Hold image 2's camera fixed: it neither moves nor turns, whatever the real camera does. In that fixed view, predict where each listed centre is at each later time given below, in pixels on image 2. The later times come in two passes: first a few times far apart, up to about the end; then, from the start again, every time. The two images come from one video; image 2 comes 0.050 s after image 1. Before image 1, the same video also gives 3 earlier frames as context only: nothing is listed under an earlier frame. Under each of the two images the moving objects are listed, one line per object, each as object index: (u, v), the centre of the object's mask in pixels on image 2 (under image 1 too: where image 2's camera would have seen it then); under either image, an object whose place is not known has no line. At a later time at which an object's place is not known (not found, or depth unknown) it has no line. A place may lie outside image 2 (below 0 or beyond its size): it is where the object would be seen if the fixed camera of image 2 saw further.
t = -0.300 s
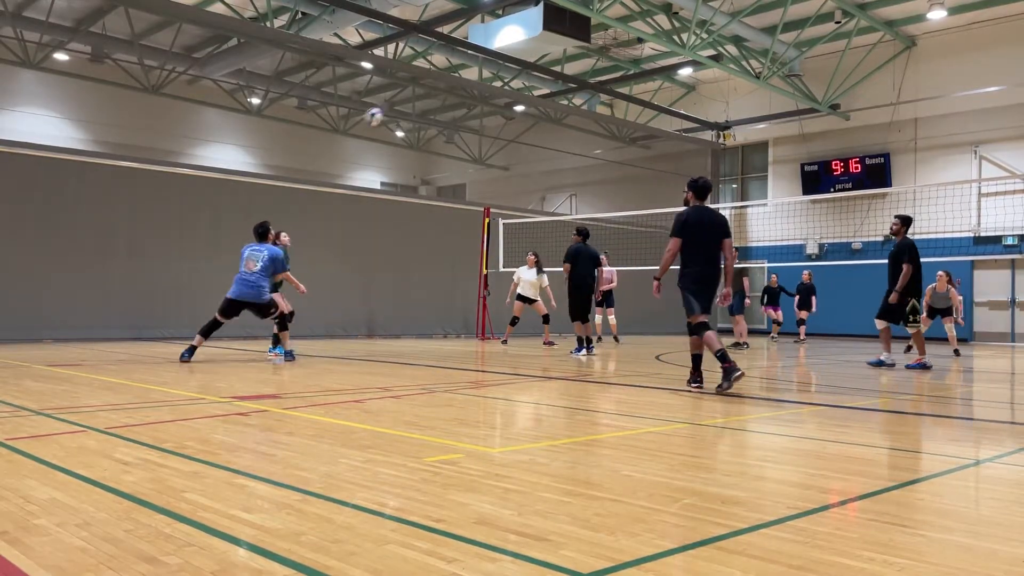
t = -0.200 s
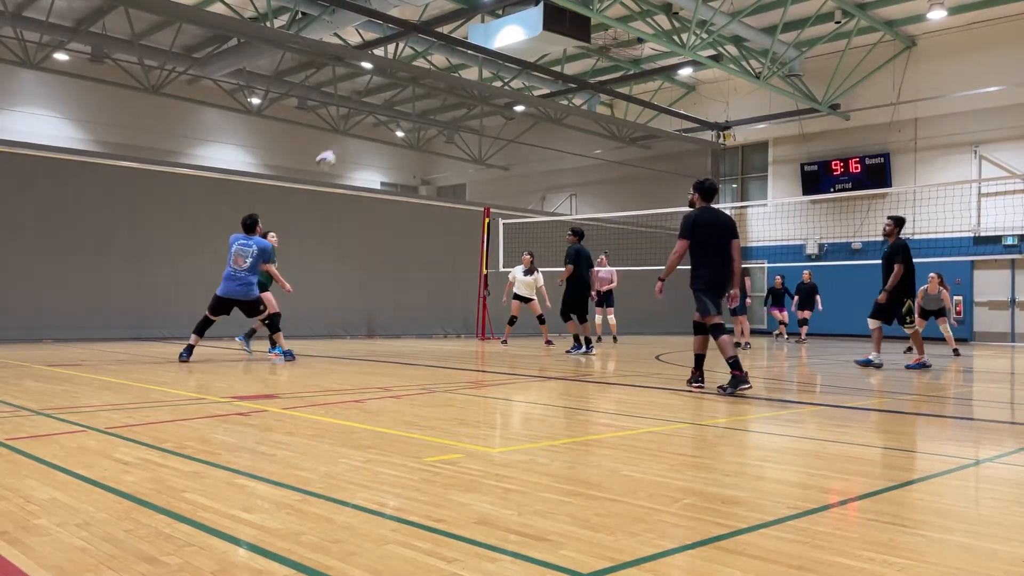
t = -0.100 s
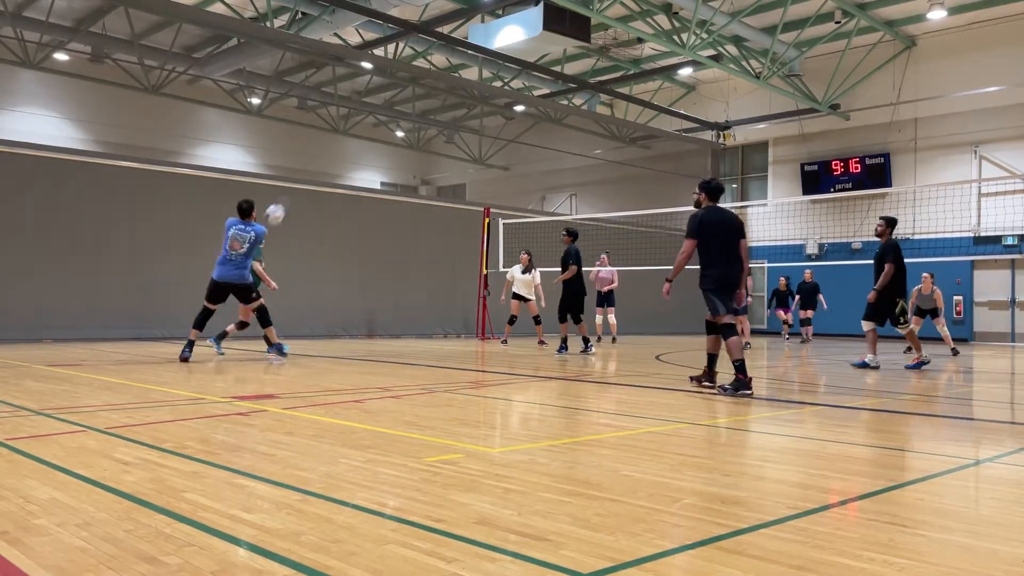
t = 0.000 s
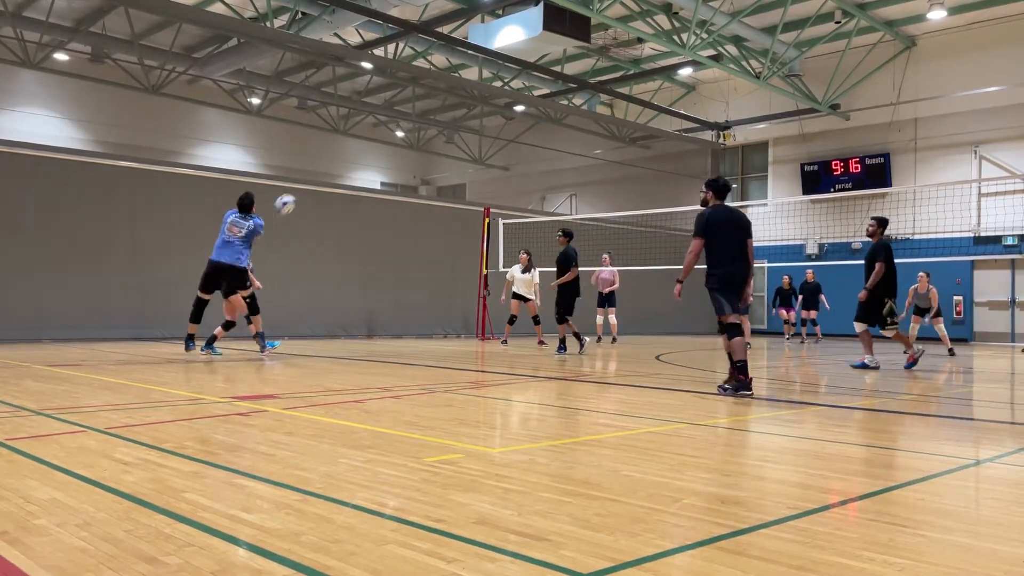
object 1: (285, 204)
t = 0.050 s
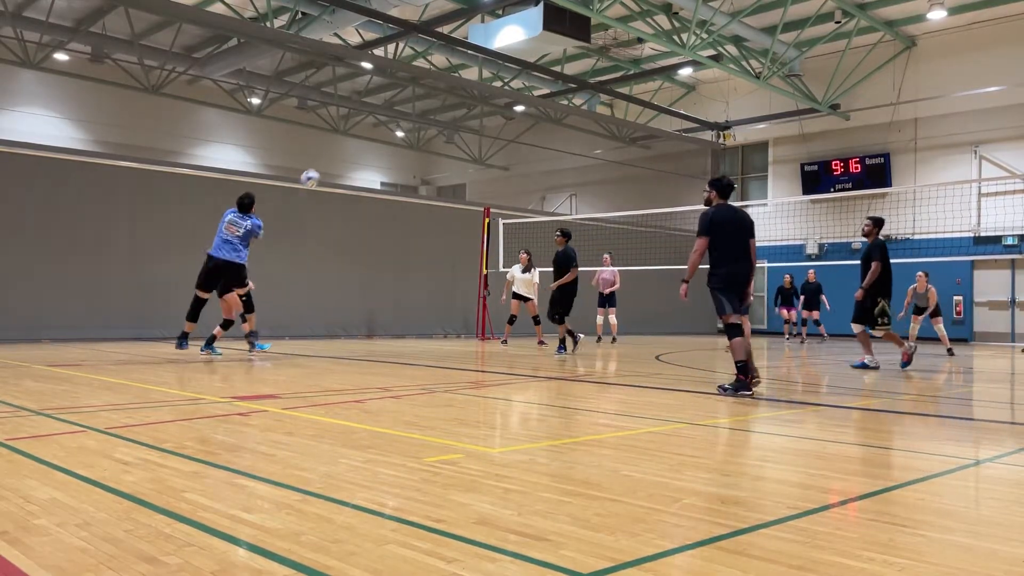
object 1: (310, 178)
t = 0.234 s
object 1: (392, 111)
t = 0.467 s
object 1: (474, 72)
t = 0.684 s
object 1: (536, 72)
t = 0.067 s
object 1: (318, 171)
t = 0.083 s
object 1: (326, 163)
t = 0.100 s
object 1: (334, 156)
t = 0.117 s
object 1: (341, 150)
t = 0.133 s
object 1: (349, 143)
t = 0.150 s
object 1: (356, 137)
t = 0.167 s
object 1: (363, 131)
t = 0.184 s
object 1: (371, 126)
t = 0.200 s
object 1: (378, 121)
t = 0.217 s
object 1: (385, 116)
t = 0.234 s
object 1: (392, 111)
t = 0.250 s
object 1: (398, 107)
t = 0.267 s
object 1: (405, 103)
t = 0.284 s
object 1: (411, 99)
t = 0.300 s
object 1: (417, 95)
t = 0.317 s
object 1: (423, 92)
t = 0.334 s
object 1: (429, 89)
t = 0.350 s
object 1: (435, 86)
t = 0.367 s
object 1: (441, 84)
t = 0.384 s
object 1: (447, 81)
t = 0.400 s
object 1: (452, 79)
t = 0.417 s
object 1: (458, 77)
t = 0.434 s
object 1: (463, 75)
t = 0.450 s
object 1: (468, 74)
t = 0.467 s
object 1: (474, 72)
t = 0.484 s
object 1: (479, 71)
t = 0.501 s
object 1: (484, 70)
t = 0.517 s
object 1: (489, 69)
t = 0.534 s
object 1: (494, 68)
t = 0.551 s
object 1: (499, 69)
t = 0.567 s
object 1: (504, 69)
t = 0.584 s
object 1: (509, 68)
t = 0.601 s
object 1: (513, 69)
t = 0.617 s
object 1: (519, 69)
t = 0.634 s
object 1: (523, 69)
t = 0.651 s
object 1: (528, 70)
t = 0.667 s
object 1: (532, 71)
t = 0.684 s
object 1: (536, 72)
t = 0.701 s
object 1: (540, 73)
